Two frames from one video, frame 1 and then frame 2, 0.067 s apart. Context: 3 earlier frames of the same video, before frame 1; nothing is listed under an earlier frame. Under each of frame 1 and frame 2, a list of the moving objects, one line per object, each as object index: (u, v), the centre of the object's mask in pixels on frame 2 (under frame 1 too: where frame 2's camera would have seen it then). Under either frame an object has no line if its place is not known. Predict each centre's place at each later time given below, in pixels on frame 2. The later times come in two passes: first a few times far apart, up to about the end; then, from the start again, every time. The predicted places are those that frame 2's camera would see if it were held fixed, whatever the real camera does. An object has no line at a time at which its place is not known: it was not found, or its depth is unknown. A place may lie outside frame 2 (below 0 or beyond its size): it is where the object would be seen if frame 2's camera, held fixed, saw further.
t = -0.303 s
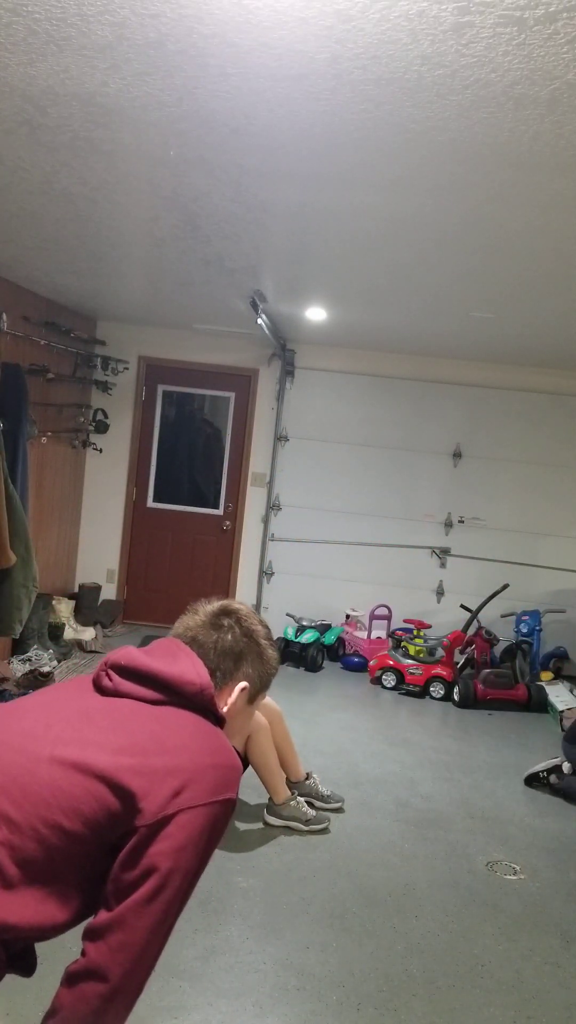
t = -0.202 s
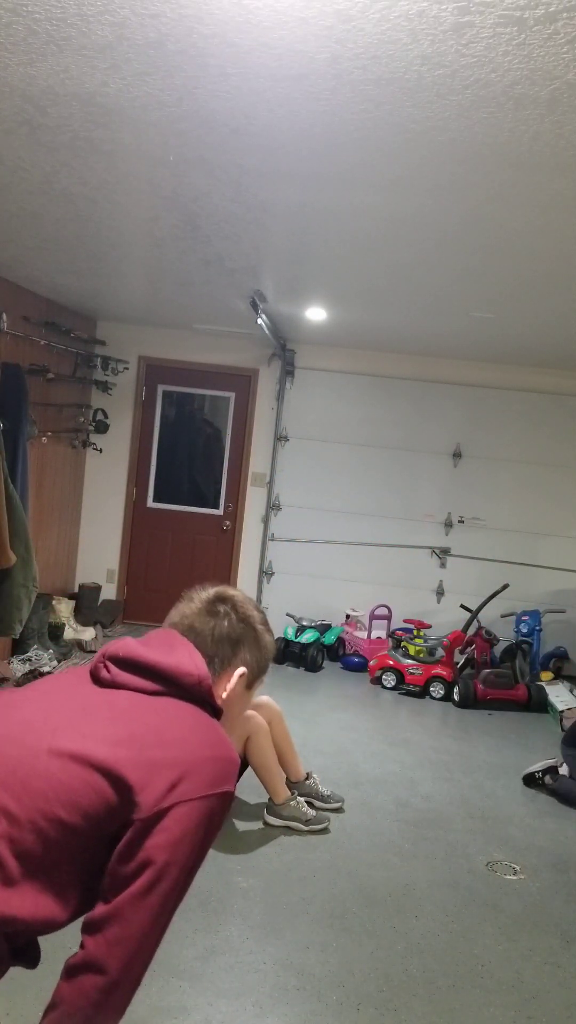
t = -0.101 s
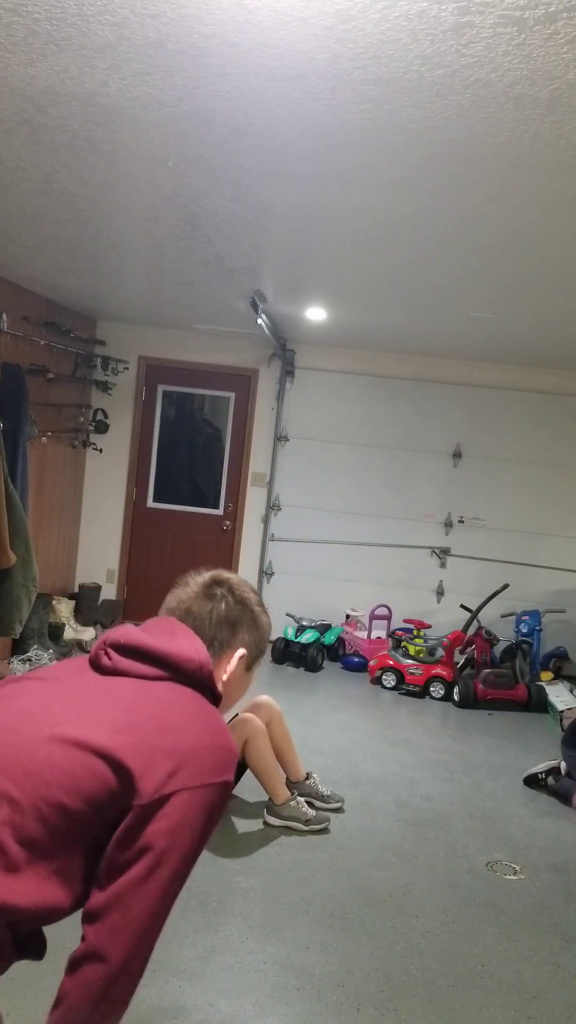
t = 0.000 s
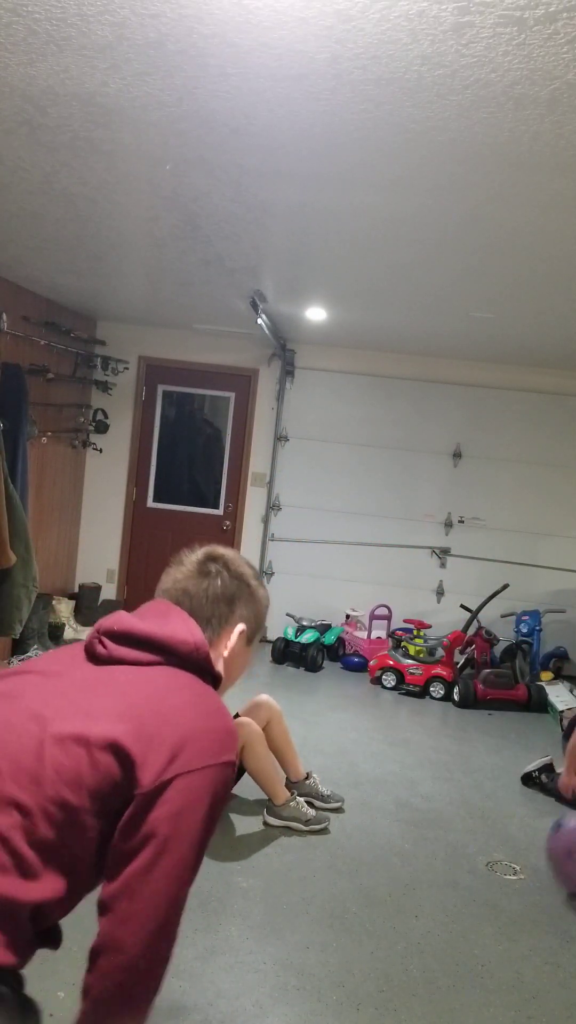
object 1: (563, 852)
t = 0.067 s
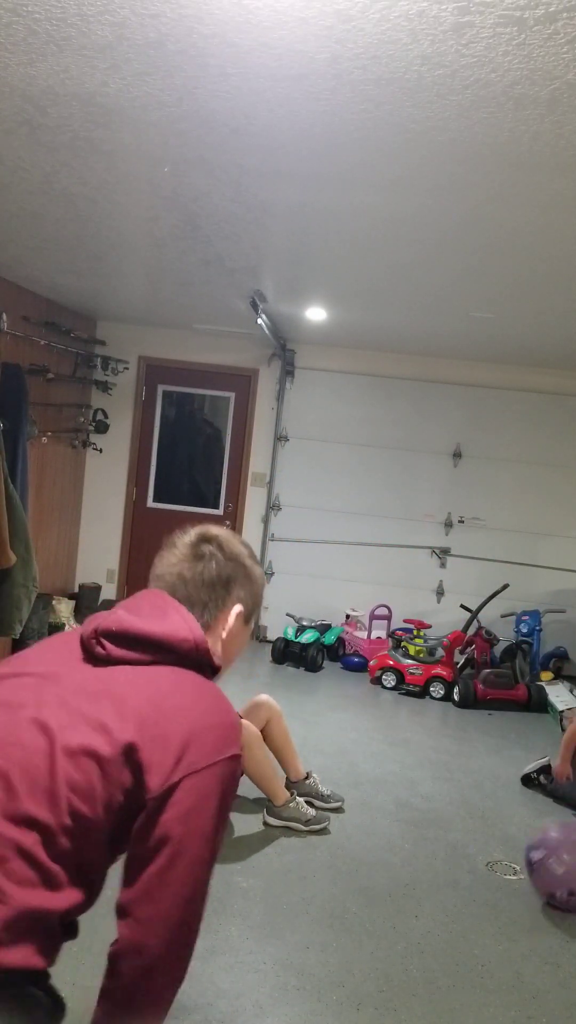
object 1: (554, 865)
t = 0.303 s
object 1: (500, 889)
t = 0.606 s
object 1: (401, 937)
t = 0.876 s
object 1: (307, 975)
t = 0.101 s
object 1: (549, 861)
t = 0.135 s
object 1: (545, 859)
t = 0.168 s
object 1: (539, 859)
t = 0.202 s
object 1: (532, 863)
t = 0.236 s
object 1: (523, 869)
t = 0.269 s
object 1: (512, 877)
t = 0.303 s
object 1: (500, 889)
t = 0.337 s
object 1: (490, 903)
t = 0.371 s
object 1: (480, 907)
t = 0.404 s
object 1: (471, 902)
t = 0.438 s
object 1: (461, 899)
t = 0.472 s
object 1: (451, 899)
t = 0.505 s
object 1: (440, 903)
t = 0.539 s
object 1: (428, 909)
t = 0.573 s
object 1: (415, 921)
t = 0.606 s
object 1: (401, 937)
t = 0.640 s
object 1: (388, 952)
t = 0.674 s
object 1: (377, 957)
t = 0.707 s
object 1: (367, 954)
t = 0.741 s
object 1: (356, 953)
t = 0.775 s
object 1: (345, 955)
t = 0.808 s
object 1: (333, 960)
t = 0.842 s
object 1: (320, 968)
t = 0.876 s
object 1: (307, 975)
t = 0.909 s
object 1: (295, 983)
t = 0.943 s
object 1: (280, 989)
